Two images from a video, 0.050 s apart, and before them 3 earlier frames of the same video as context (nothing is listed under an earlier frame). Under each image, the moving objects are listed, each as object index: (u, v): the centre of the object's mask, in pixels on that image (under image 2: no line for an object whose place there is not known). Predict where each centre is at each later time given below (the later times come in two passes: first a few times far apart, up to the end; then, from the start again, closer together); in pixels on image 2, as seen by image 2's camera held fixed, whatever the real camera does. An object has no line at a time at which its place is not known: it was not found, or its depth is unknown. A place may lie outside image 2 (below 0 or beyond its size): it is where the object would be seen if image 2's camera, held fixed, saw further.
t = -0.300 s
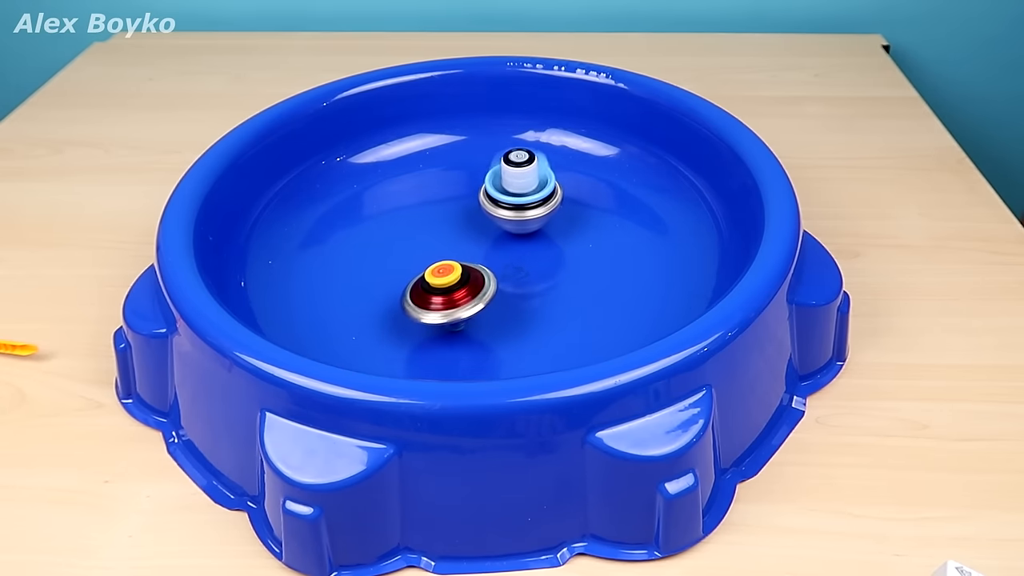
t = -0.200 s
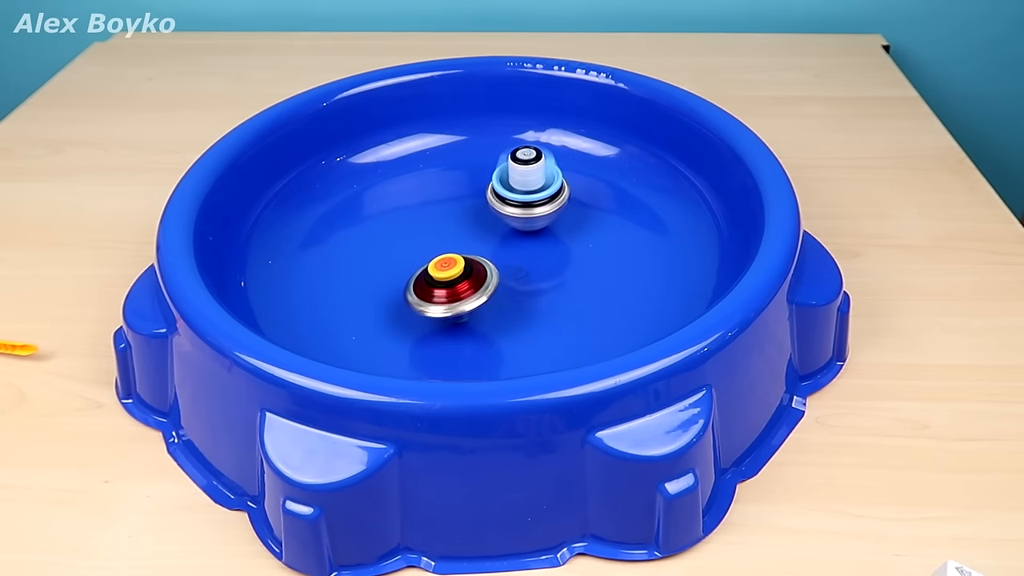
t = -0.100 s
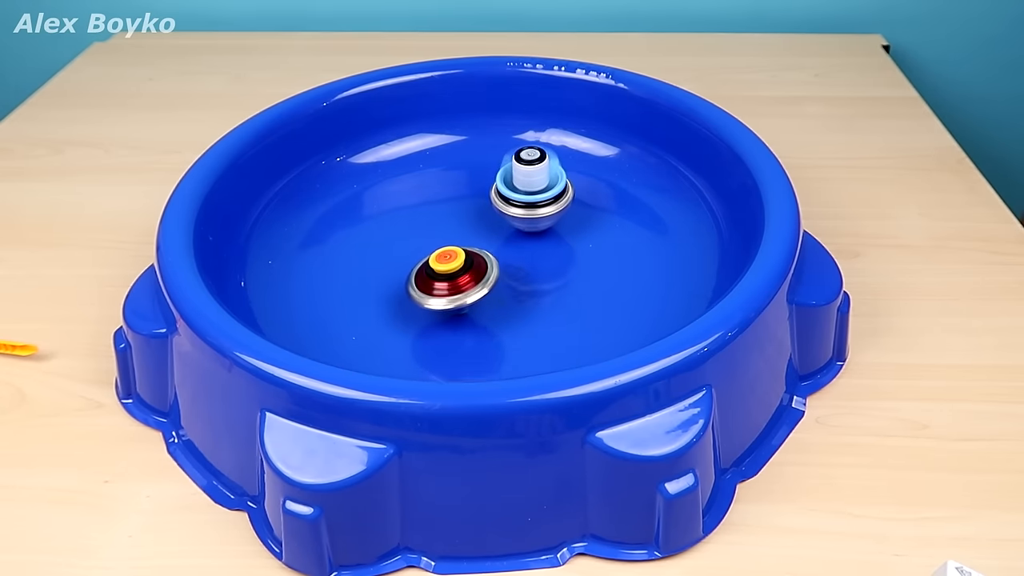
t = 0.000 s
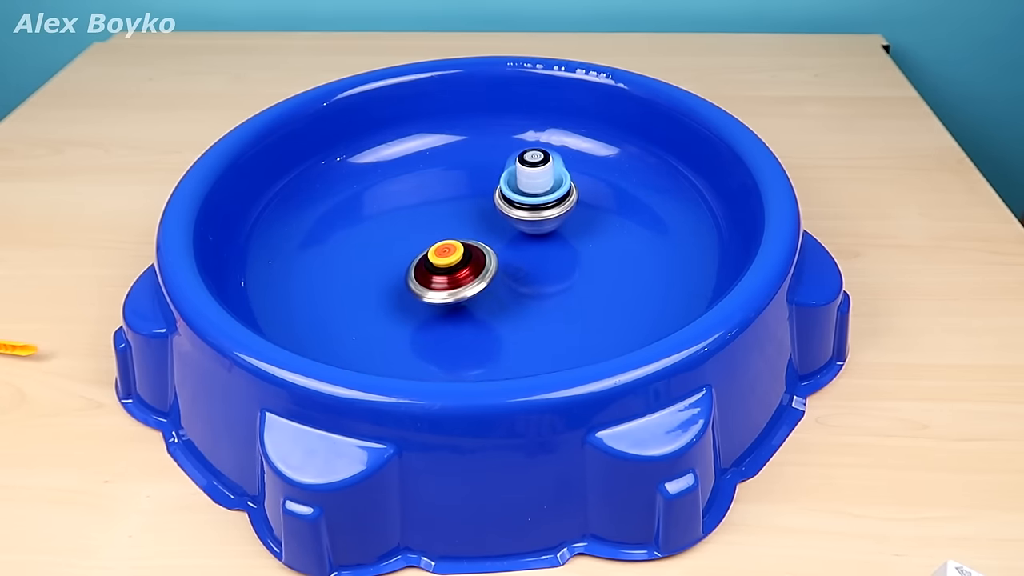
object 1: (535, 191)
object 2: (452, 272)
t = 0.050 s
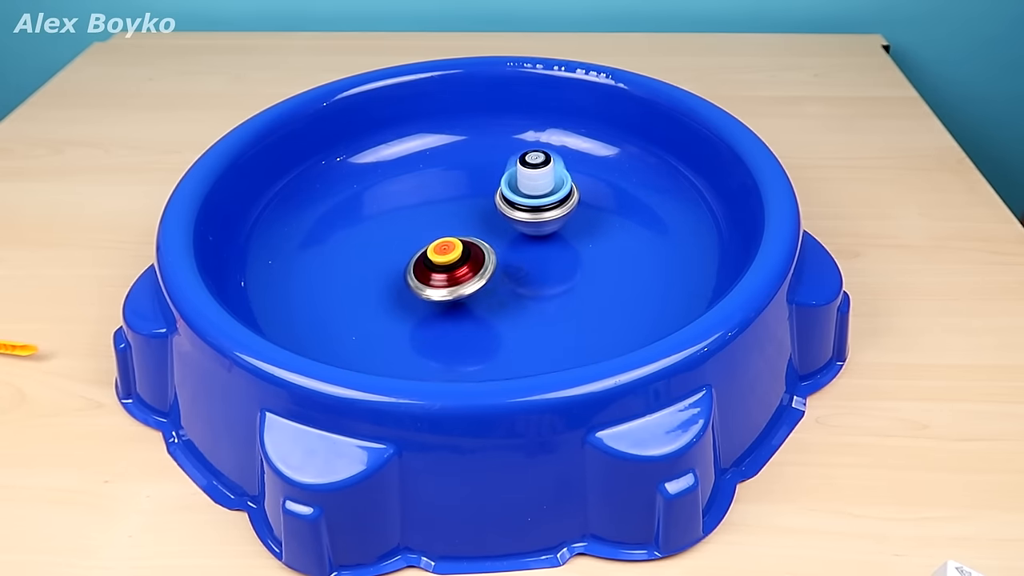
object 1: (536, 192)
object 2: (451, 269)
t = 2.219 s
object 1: (472, 247)
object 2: (366, 256)
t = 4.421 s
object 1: (435, 283)
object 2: (405, 207)
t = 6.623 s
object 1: (498, 299)
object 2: (447, 144)
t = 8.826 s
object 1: (462, 211)
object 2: (547, 191)
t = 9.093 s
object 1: (470, 236)
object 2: (536, 190)
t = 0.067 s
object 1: (537, 193)
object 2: (450, 268)
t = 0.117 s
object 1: (536, 195)
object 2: (449, 265)
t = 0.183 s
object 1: (534, 199)
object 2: (447, 261)
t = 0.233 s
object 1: (532, 203)
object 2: (444, 257)
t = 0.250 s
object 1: (532, 204)
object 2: (443, 256)
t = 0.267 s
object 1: (531, 206)
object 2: (442, 255)
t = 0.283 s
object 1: (530, 208)
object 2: (441, 254)
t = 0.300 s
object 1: (530, 209)
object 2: (439, 253)
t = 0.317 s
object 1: (530, 211)
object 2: (438, 252)
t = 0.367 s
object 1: (528, 216)
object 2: (434, 250)
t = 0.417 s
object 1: (527, 221)
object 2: (431, 248)
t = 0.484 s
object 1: (524, 228)
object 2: (427, 246)
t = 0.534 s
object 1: (520, 234)
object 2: (423, 244)
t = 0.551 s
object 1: (519, 236)
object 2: (421, 243)
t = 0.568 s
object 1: (517, 238)
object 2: (418, 243)
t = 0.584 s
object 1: (516, 240)
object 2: (416, 242)
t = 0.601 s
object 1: (515, 242)
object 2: (414, 242)
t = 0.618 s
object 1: (513, 244)
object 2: (412, 242)
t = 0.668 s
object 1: (510, 249)
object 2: (406, 242)
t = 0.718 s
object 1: (508, 254)
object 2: (401, 242)
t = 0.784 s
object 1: (504, 260)
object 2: (395, 242)
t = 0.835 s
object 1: (500, 265)
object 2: (392, 241)
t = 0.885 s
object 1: (494, 270)
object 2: (387, 241)
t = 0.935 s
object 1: (489, 276)
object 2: (381, 242)
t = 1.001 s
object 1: (483, 280)
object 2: (374, 244)
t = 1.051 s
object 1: (479, 284)
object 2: (370, 246)
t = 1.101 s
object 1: (474, 288)
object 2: (367, 247)
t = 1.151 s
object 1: (468, 291)
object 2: (363, 248)
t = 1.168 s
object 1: (466, 292)
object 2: (362, 249)
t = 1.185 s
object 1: (464, 293)
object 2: (361, 249)
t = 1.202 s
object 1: (462, 294)
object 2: (360, 250)
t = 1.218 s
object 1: (460, 294)
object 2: (359, 251)
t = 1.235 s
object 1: (459, 295)
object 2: (357, 251)
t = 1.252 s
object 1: (457, 296)
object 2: (356, 252)
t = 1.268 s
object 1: (455, 296)
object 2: (356, 253)
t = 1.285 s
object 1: (453, 297)
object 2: (354, 254)
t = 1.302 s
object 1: (452, 298)
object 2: (354, 255)
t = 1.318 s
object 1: (451, 298)
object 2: (354, 256)
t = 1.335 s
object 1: (449, 298)
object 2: (353, 257)
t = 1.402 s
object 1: (444, 298)
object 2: (352, 260)
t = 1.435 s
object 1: (442, 298)
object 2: (352, 261)
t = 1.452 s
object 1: (441, 298)
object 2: (351, 262)
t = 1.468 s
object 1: (440, 298)
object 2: (351, 262)
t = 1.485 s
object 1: (438, 297)
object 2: (351, 263)
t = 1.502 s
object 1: (438, 296)
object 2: (351, 264)
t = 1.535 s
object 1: (436, 295)
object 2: (352, 265)
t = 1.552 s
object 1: (435, 294)
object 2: (352, 266)
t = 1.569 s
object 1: (433, 293)
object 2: (352, 266)
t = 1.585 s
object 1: (434, 292)
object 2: (352, 267)
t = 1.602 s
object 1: (438, 292)
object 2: (346, 265)
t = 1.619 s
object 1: (441, 293)
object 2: (340, 263)
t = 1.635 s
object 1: (445, 293)
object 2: (334, 262)
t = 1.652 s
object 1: (448, 293)
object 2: (331, 261)
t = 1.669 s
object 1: (450, 293)
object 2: (328, 260)
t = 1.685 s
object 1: (451, 291)
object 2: (326, 260)
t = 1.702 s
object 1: (453, 290)
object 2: (325, 260)
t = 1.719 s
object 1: (455, 290)
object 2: (324, 260)
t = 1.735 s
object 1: (456, 288)
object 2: (324, 260)
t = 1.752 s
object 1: (458, 287)
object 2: (325, 261)
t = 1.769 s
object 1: (460, 286)
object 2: (326, 261)
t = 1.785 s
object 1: (460, 284)
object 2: (327, 261)
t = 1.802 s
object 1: (462, 283)
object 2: (328, 260)
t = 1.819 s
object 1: (463, 281)
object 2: (329, 260)
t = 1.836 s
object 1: (464, 279)
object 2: (330, 260)
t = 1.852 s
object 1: (466, 278)
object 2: (331, 259)
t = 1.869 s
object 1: (466, 276)
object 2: (331, 259)
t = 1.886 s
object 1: (467, 274)
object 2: (332, 259)
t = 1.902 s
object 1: (468, 273)
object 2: (333, 259)
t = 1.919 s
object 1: (468, 271)
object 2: (334, 259)
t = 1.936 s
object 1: (470, 270)
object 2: (335, 259)
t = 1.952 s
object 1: (470, 268)
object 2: (336, 259)
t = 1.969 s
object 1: (471, 267)
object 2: (338, 259)
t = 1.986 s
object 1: (471, 265)
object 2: (339, 259)
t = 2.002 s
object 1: (472, 263)
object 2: (341, 259)
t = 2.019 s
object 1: (472, 262)
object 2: (343, 258)
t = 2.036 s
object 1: (472, 260)
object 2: (345, 258)
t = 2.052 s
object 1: (472, 259)
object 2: (347, 258)
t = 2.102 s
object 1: (472, 256)
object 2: (353, 257)
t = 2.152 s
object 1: (472, 252)
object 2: (359, 257)
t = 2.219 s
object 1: (472, 247)
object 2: (366, 256)
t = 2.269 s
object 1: (471, 243)
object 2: (372, 255)
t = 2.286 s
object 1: (471, 242)
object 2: (374, 255)
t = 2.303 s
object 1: (470, 240)
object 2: (376, 255)
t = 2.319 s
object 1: (473, 239)
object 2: (373, 255)
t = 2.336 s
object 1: (480, 237)
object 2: (362, 256)
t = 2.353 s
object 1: (485, 235)
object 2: (353, 258)
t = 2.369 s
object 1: (491, 233)
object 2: (346, 258)
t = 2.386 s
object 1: (494, 232)
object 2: (340, 259)
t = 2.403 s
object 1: (498, 231)
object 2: (335, 260)
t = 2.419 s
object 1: (501, 229)
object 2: (332, 261)
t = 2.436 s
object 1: (504, 227)
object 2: (329, 261)
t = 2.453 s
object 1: (506, 225)
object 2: (329, 261)
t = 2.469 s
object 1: (509, 224)
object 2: (329, 261)
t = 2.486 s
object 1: (512, 222)
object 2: (329, 260)
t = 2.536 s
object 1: (518, 218)
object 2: (332, 258)
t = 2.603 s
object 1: (523, 212)
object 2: (334, 254)
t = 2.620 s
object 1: (525, 211)
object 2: (334, 253)
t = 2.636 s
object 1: (526, 210)
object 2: (334, 253)
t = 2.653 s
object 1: (527, 209)
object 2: (335, 252)
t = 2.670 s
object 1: (529, 208)
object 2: (335, 252)
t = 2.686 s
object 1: (530, 207)
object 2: (336, 252)
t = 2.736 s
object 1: (534, 204)
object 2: (340, 251)
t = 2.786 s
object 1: (539, 201)
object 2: (345, 249)
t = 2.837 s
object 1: (541, 199)
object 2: (350, 246)
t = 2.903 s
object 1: (544, 198)
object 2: (355, 244)
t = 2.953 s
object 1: (546, 197)
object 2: (360, 242)
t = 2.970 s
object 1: (546, 197)
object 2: (361, 242)
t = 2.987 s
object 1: (546, 197)
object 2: (363, 242)
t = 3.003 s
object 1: (546, 196)
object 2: (364, 241)
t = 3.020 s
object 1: (546, 197)
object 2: (365, 241)
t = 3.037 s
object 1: (545, 196)
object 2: (367, 240)
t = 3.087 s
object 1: (544, 197)
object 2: (372, 239)
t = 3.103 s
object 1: (543, 198)
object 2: (373, 239)
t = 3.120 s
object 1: (543, 198)
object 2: (375, 238)
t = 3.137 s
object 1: (542, 199)
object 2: (376, 238)
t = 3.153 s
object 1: (541, 199)
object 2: (378, 237)
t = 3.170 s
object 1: (540, 200)
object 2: (379, 237)
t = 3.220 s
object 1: (538, 202)
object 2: (384, 236)
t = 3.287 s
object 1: (533, 206)
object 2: (390, 234)
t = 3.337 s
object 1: (528, 209)
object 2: (394, 233)
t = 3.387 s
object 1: (524, 213)
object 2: (399, 232)
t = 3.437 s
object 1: (518, 217)
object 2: (404, 230)
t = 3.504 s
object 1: (511, 223)
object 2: (410, 227)
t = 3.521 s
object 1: (508, 224)
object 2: (411, 227)
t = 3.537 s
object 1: (505, 226)
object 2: (412, 227)
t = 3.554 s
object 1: (503, 227)
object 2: (413, 227)
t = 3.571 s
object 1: (503, 229)
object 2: (410, 226)
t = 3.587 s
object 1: (505, 230)
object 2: (405, 226)
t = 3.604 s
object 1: (505, 232)
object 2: (400, 226)
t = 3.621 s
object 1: (504, 234)
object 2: (398, 226)
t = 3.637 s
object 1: (505, 235)
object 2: (396, 226)
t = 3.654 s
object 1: (504, 237)
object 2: (395, 226)
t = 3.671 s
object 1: (503, 239)
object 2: (395, 227)
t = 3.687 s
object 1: (502, 240)
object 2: (396, 226)
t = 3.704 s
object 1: (502, 242)
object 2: (396, 225)
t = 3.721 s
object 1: (501, 243)
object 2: (397, 225)
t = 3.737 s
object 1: (499, 245)
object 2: (397, 223)
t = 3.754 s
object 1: (498, 246)
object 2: (397, 222)
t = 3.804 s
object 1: (493, 250)
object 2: (397, 220)
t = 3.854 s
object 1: (489, 255)
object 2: (397, 218)
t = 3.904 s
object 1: (486, 259)
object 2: (397, 216)
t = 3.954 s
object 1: (483, 262)
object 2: (398, 214)
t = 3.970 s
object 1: (481, 263)
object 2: (399, 213)
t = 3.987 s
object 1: (480, 265)
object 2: (398, 212)
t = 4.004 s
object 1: (479, 265)
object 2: (399, 212)
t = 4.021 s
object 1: (476, 267)
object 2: (399, 211)
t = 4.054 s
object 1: (473, 269)
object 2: (400, 210)
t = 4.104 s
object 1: (469, 273)
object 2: (401, 209)
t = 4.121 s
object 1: (467, 274)
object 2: (401, 208)
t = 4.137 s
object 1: (465, 275)
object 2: (402, 208)
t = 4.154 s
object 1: (465, 276)
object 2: (402, 208)
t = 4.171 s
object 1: (462, 277)
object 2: (402, 207)
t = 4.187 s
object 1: (462, 277)
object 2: (402, 207)
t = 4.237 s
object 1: (456, 279)
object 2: (403, 206)
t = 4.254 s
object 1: (454, 279)
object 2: (403, 206)
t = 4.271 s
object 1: (452, 280)
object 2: (403, 206)
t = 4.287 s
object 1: (450, 280)
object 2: (403, 206)
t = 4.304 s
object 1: (448, 281)
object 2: (404, 206)
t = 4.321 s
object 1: (445, 281)
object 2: (404, 206)
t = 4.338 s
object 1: (444, 282)
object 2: (404, 206)
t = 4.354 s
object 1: (441, 282)
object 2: (405, 206)
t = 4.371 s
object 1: (440, 283)
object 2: (405, 207)
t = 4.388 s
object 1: (438, 282)
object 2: (405, 207)
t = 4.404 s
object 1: (436, 283)
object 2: (405, 207)
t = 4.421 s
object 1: (435, 283)
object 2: (405, 207)
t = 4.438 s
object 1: (433, 283)
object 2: (405, 208)
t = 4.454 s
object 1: (432, 283)
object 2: (405, 208)
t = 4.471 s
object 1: (430, 283)
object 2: (406, 209)
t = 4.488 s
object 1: (429, 284)
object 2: (406, 209)
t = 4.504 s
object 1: (427, 283)
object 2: (406, 210)
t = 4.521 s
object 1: (424, 283)
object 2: (407, 210)
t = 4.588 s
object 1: (418, 282)
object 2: (407, 212)
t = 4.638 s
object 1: (415, 282)
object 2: (408, 213)
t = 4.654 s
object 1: (414, 281)
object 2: (408, 213)
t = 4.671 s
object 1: (412, 281)
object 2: (409, 213)
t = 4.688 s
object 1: (411, 280)
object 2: (409, 214)
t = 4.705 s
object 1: (410, 280)
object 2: (409, 214)
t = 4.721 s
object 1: (408, 279)
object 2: (410, 214)
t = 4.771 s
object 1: (406, 277)
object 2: (412, 215)
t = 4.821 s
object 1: (404, 275)
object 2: (413, 216)
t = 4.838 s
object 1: (404, 275)
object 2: (413, 216)
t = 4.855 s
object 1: (402, 274)
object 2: (415, 217)
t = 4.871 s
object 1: (402, 274)
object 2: (415, 216)
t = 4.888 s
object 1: (402, 277)
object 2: (414, 212)
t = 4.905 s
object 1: (401, 280)
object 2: (414, 209)
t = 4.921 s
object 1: (401, 281)
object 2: (413, 206)
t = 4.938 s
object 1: (401, 284)
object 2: (413, 202)
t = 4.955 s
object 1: (401, 286)
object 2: (414, 199)
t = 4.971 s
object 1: (401, 287)
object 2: (414, 197)
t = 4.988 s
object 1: (402, 288)
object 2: (415, 196)
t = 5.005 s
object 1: (402, 289)
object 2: (415, 195)
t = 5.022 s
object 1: (403, 290)
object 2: (416, 194)
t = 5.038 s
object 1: (404, 291)
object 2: (416, 193)
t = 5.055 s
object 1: (405, 293)
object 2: (417, 193)
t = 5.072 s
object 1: (407, 293)
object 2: (418, 193)
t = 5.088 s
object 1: (408, 294)
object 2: (419, 193)
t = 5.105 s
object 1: (410, 294)
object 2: (420, 192)
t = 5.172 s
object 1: (415, 296)
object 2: (424, 191)
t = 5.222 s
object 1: (421, 296)
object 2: (427, 191)
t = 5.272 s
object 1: (428, 296)
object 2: (431, 189)
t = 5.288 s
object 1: (430, 294)
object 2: (432, 189)
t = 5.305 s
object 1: (432, 294)
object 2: (433, 189)
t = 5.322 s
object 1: (434, 293)
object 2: (433, 188)
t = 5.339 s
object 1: (435, 291)
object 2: (434, 188)
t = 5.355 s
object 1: (436, 291)
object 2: (435, 187)
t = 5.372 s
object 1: (437, 289)
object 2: (436, 187)
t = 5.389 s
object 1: (438, 289)
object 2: (437, 186)
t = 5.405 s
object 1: (439, 288)
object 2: (437, 186)
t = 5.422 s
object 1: (440, 287)
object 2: (437, 185)
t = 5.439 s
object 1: (441, 286)
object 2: (438, 184)
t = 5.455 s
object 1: (442, 285)
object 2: (437, 185)
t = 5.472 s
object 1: (443, 284)
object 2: (437, 184)
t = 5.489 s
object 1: (443, 283)
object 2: (437, 184)
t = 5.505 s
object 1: (445, 281)
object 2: (437, 184)
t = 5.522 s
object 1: (446, 280)
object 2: (438, 185)
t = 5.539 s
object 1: (446, 279)
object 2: (438, 185)
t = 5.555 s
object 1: (447, 277)
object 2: (439, 185)
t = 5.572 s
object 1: (448, 276)
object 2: (440, 186)
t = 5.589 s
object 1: (449, 274)
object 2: (441, 185)
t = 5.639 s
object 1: (450, 270)
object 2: (444, 185)
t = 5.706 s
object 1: (453, 264)
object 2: (443, 184)
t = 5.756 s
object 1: (455, 261)
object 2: (442, 186)
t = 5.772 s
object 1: (456, 259)
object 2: (443, 186)
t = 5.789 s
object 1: (456, 258)
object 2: (443, 187)
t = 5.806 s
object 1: (457, 256)
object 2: (444, 187)
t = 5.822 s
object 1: (458, 255)
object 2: (445, 187)
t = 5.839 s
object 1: (459, 254)
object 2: (445, 187)
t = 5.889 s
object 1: (461, 250)
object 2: (446, 187)
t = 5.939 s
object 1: (462, 246)
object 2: (446, 188)
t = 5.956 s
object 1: (463, 244)
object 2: (446, 188)
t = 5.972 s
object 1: (462, 243)
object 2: (445, 189)
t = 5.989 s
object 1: (463, 242)
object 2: (446, 189)
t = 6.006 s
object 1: (463, 241)
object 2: (446, 189)
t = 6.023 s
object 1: (464, 245)
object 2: (447, 185)
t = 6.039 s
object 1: (465, 249)
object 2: (447, 180)
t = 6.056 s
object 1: (467, 253)
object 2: (447, 173)
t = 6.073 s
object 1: (467, 256)
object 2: (446, 168)
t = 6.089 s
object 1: (468, 258)
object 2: (445, 163)
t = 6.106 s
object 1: (469, 260)
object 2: (443, 159)
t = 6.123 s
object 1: (471, 262)
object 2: (443, 156)
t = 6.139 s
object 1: (472, 264)
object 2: (442, 153)
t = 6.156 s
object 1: (474, 265)
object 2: (442, 151)
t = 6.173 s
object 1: (475, 267)
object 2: (441, 150)
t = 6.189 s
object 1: (477, 268)
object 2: (441, 150)
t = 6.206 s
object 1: (478, 270)
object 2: (441, 149)
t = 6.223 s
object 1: (480, 272)
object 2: (441, 148)
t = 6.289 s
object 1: (486, 278)
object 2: (443, 147)
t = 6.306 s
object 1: (487, 279)
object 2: (443, 147)
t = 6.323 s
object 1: (489, 280)
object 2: (443, 146)
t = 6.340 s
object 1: (491, 282)
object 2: (443, 146)
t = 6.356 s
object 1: (491, 283)
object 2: (444, 146)
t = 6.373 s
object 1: (492, 284)
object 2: (444, 145)
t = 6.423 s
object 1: (495, 288)
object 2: (445, 144)
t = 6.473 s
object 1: (497, 292)
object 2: (446, 144)
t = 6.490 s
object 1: (497, 293)
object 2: (446, 144)
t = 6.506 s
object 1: (498, 294)
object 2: (446, 144)
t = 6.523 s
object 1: (498, 294)
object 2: (446, 143)
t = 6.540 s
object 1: (498, 295)
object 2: (446, 144)
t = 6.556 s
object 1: (498, 296)
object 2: (447, 144)
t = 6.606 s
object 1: (499, 298)
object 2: (447, 144)
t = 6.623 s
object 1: (498, 299)
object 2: (447, 144)
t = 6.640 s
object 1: (499, 300)
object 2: (447, 145)
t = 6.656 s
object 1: (498, 300)
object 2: (448, 145)
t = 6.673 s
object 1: (498, 300)
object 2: (447, 145)
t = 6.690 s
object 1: (497, 300)
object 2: (447, 146)
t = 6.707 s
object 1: (497, 301)
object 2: (447, 146)
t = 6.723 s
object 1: (497, 300)
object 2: (447, 147)
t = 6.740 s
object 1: (496, 301)
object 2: (447, 147)
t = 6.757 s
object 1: (496, 300)
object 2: (447, 148)
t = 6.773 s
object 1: (495, 301)
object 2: (447, 148)
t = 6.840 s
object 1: (492, 299)
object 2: (447, 151)
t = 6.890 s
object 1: (489, 298)
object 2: (447, 153)
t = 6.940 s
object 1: (485, 296)
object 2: (447, 155)
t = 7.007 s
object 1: (479, 292)
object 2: (449, 158)
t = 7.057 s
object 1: (474, 290)
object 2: (450, 160)
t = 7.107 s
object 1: (469, 287)
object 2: (451, 164)
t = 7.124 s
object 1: (467, 286)
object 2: (452, 165)
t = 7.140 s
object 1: (466, 284)
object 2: (452, 166)
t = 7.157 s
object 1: (464, 283)
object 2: (454, 167)
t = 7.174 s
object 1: (462, 281)
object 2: (454, 168)
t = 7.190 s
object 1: (461, 280)
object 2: (455, 168)
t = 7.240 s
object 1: (455, 275)
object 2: (457, 171)
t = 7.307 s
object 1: (448, 269)
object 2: (461, 175)
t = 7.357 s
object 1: (444, 265)
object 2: (464, 177)
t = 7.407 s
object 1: (439, 260)
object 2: (468, 180)
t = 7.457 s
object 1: (435, 256)
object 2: (472, 183)
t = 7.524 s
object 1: (430, 250)
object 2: (477, 186)
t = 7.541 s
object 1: (428, 248)
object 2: (478, 187)
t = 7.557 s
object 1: (427, 247)
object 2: (479, 188)
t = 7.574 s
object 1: (426, 245)
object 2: (481, 188)
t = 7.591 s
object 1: (425, 244)
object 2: (482, 189)
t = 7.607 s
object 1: (424, 243)
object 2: (484, 190)
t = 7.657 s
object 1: (423, 239)
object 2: (488, 192)
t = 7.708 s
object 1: (420, 234)
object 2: (492, 194)
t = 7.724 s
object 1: (419, 233)
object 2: (493, 194)
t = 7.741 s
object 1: (418, 232)
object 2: (494, 195)
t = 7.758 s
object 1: (418, 230)
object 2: (496, 196)
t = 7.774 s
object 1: (418, 229)
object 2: (497, 196)
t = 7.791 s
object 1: (417, 228)
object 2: (499, 197)
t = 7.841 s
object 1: (417, 224)
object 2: (503, 200)
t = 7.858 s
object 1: (418, 223)
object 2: (504, 201)
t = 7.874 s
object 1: (417, 221)
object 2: (505, 201)
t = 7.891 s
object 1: (418, 220)
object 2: (506, 202)
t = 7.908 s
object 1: (417, 219)
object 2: (507, 202)
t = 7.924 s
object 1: (418, 218)
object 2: (509, 203)
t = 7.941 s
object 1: (418, 216)
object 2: (510, 203)
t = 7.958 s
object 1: (419, 215)
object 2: (511, 203)
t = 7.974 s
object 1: (419, 214)
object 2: (513, 204)
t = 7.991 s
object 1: (419, 213)
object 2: (514, 203)
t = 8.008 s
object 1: (420, 212)
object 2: (515, 204)
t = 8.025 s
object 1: (420, 211)
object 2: (516, 204)
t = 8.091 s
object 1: (423, 207)
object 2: (521, 204)
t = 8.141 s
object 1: (425, 205)
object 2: (524, 204)
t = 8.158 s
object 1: (426, 204)
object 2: (525, 204)
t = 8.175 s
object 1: (427, 204)
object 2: (527, 204)
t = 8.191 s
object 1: (428, 202)
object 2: (527, 204)
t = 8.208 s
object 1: (429, 202)
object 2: (529, 204)
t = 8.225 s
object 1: (430, 201)
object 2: (530, 204)
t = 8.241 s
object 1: (431, 201)
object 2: (531, 203)
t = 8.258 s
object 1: (432, 200)
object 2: (532, 203)
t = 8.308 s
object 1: (436, 199)
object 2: (534, 203)
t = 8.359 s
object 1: (439, 198)
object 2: (537, 202)
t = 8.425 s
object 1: (443, 197)
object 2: (540, 201)
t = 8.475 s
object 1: (446, 197)
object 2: (542, 200)
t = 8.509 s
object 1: (448, 197)
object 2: (543, 199)
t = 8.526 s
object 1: (449, 197)
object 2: (544, 199)
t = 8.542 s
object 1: (450, 197)
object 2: (544, 198)
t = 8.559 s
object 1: (450, 198)
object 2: (545, 198)
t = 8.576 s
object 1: (452, 198)
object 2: (545, 198)
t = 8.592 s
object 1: (452, 198)
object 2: (546, 197)
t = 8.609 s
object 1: (454, 199)
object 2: (546, 197)
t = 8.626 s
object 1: (454, 200)
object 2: (547, 197)
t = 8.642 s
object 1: (455, 200)
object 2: (547, 196)
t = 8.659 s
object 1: (456, 201)
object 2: (547, 196)
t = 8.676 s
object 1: (457, 201)
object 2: (547, 195)
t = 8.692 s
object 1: (458, 202)
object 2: (547, 195)
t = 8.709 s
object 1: (459, 203)
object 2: (547, 194)
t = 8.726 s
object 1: (459, 204)
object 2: (547, 194)
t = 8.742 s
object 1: (460, 205)
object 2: (547, 193)
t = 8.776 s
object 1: (461, 207)
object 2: (547, 192)
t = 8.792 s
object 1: (461, 208)
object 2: (547, 192)
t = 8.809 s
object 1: (462, 209)
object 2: (547, 192)
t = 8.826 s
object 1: (462, 211)
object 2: (547, 191)
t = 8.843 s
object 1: (463, 212)
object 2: (546, 191)
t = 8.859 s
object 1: (463, 213)
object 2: (546, 191)
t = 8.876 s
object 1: (464, 215)
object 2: (546, 190)
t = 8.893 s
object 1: (464, 216)
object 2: (545, 190)
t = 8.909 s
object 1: (465, 217)
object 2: (544, 190)
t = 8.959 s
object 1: (466, 222)
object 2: (543, 190)
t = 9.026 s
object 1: (468, 230)
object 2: (539, 190)
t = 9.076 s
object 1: (469, 234)
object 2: (537, 190)
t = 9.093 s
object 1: (470, 236)
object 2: (536, 190)
